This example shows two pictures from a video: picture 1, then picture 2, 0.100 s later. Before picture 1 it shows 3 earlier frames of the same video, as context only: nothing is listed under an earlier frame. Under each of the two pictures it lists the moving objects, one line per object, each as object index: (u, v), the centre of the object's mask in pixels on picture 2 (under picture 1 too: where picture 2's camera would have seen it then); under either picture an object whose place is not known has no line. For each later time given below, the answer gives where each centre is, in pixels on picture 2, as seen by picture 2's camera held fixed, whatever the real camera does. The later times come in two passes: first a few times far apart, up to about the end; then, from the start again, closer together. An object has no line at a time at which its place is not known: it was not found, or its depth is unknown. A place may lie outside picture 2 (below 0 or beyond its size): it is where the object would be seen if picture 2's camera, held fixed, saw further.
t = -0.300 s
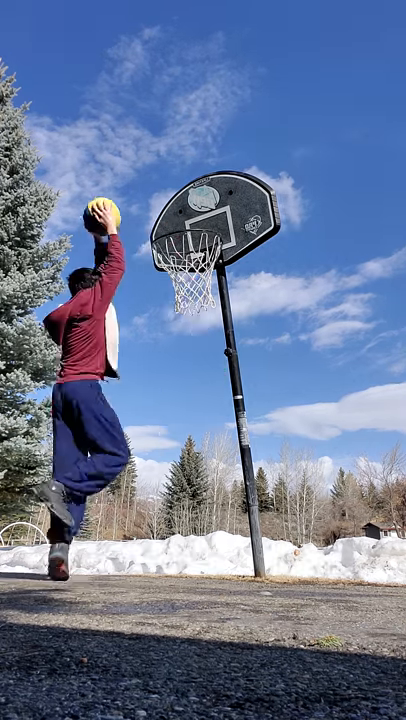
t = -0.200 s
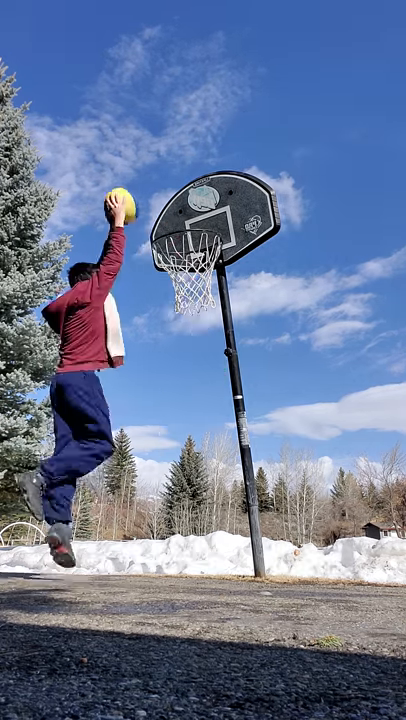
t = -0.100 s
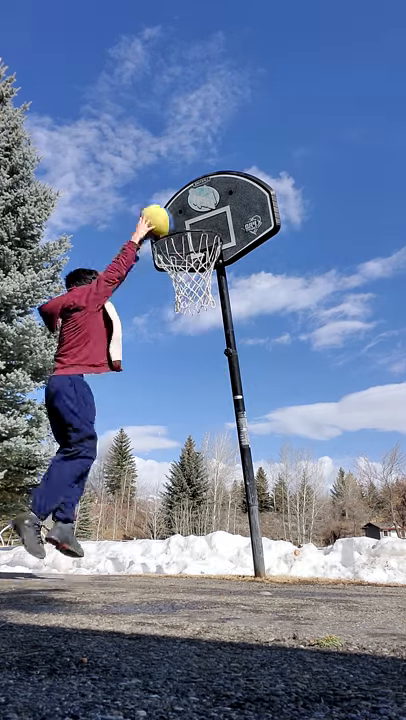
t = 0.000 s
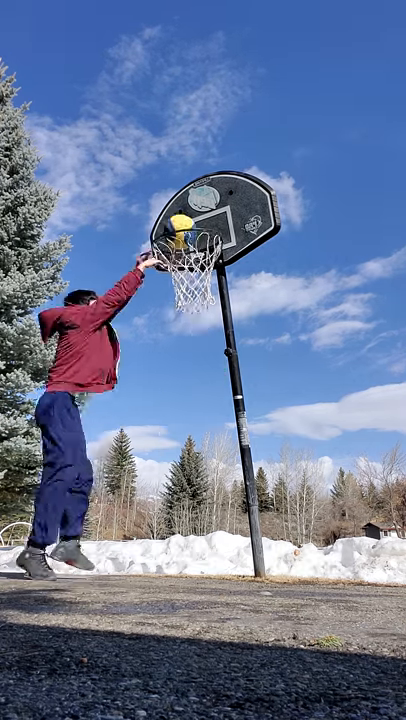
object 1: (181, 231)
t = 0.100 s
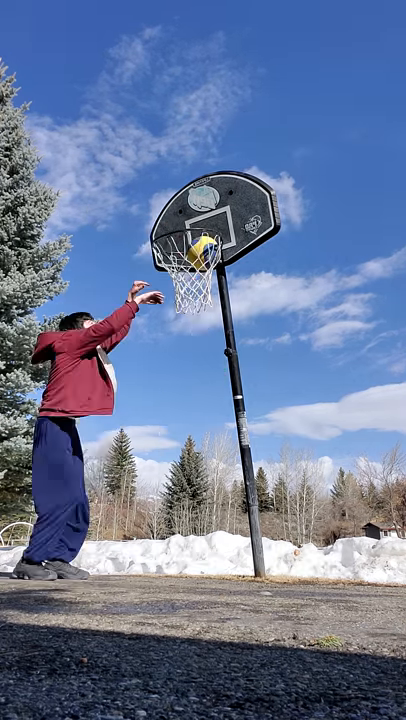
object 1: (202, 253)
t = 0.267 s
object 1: (194, 301)
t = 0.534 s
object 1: (178, 429)
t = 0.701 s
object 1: (168, 552)
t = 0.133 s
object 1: (199, 258)
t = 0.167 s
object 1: (196, 271)
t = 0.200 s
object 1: (195, 282)
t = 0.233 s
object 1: (193, 291)
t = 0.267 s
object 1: (194, 301)
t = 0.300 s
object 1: (192, 310)
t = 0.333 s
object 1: (191, 320)
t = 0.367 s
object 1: (189, 331)
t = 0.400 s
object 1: (187, 347)
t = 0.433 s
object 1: (185, 364)
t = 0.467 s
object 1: (183, 384)
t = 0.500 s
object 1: (181, 405)
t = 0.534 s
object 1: (178, 429)
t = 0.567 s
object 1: (176, 455)
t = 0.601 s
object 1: (174, 483)
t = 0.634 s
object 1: (172, 515)
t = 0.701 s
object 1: (168, 552)
